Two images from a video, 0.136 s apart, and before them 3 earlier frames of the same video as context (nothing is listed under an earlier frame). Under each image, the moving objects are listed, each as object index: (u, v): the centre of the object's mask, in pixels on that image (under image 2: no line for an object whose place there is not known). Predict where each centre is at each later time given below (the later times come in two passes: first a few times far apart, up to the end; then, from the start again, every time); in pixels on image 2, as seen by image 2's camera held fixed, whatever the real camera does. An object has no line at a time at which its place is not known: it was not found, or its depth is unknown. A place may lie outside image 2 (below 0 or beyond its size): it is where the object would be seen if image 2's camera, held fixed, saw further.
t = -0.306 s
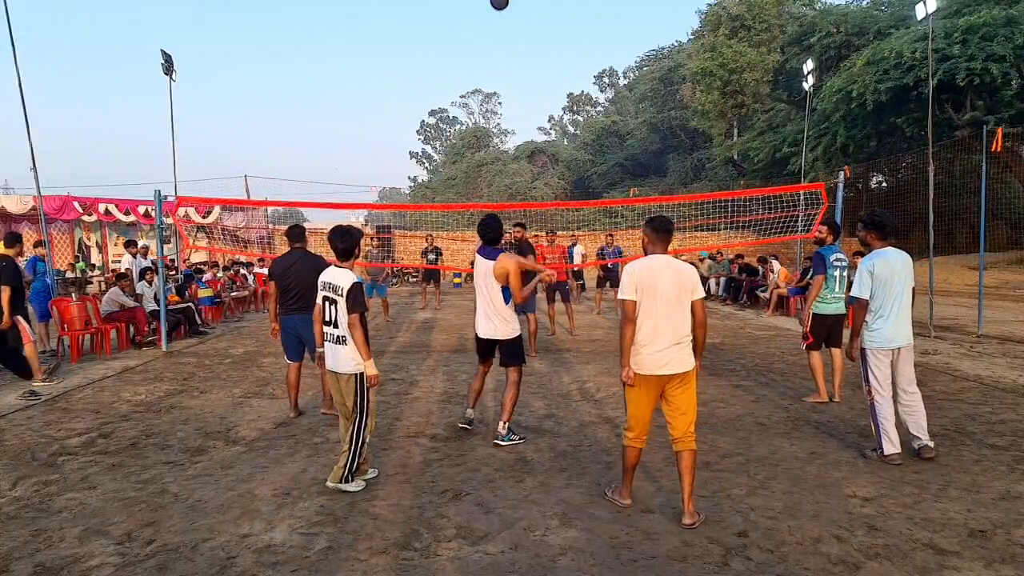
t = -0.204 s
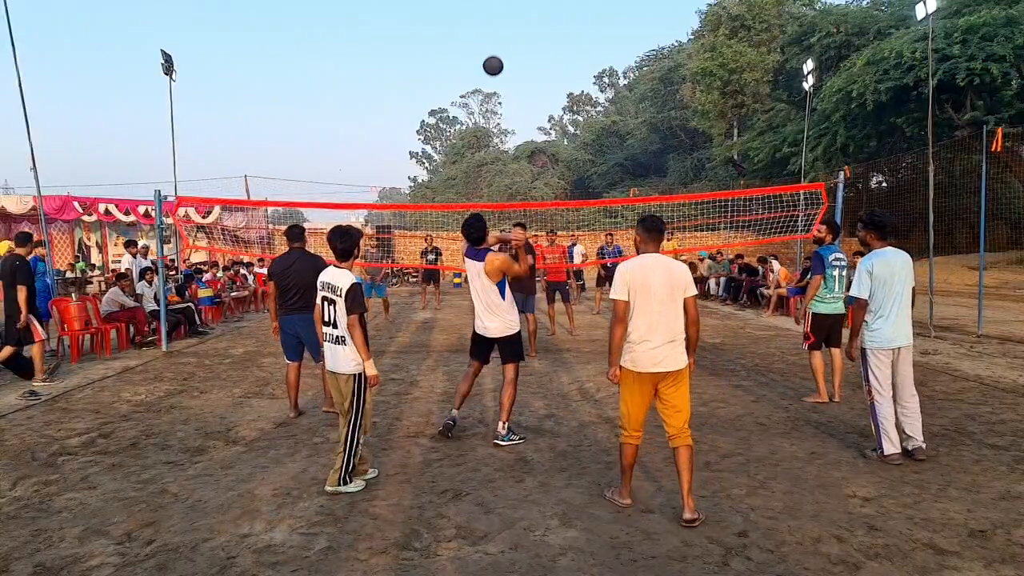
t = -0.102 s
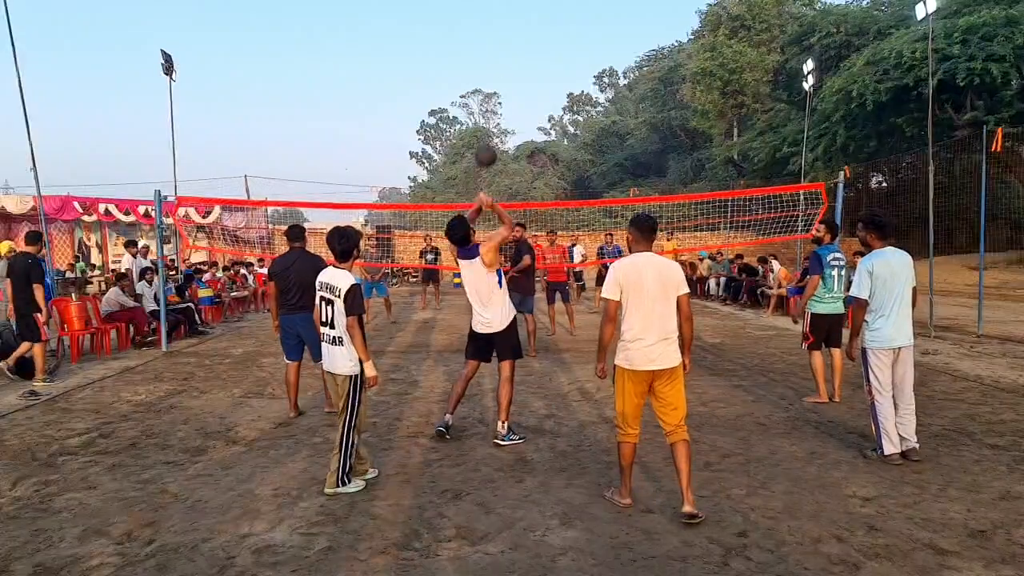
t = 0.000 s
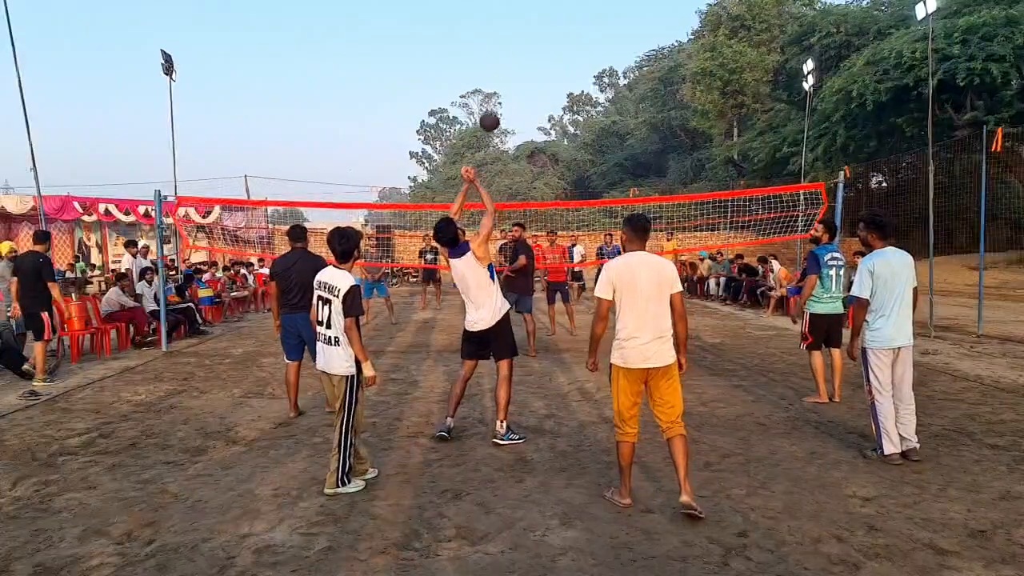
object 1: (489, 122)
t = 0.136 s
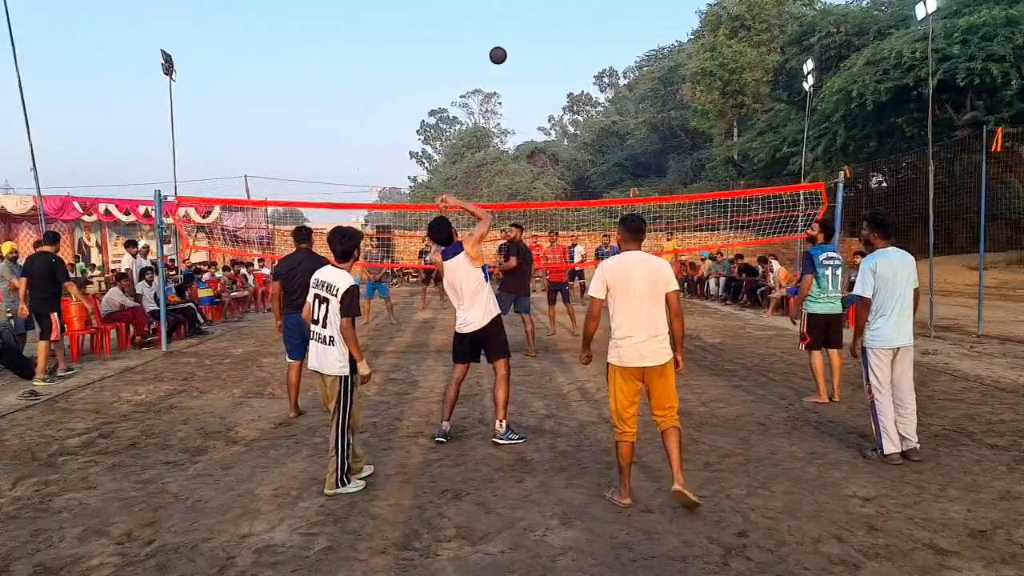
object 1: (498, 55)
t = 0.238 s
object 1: (504, 28)
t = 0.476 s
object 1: (516, 11)
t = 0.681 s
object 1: (526, 35)
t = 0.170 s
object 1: (500, 44)
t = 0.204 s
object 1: (502, 35)
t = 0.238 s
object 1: (504, 28)
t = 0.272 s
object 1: (506, 22)
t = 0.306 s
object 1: (508, 17)
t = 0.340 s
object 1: (509, 14)
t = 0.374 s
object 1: (511, 12)
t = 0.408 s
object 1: (513, 10)
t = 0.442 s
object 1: (514, 10)
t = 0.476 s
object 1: (516, 11)
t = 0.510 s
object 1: (518, 12)
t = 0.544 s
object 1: (519, 15)
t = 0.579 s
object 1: (522, 21)
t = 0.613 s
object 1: (524, 25)
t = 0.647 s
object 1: (525, 30)
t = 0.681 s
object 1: (526, 35)
